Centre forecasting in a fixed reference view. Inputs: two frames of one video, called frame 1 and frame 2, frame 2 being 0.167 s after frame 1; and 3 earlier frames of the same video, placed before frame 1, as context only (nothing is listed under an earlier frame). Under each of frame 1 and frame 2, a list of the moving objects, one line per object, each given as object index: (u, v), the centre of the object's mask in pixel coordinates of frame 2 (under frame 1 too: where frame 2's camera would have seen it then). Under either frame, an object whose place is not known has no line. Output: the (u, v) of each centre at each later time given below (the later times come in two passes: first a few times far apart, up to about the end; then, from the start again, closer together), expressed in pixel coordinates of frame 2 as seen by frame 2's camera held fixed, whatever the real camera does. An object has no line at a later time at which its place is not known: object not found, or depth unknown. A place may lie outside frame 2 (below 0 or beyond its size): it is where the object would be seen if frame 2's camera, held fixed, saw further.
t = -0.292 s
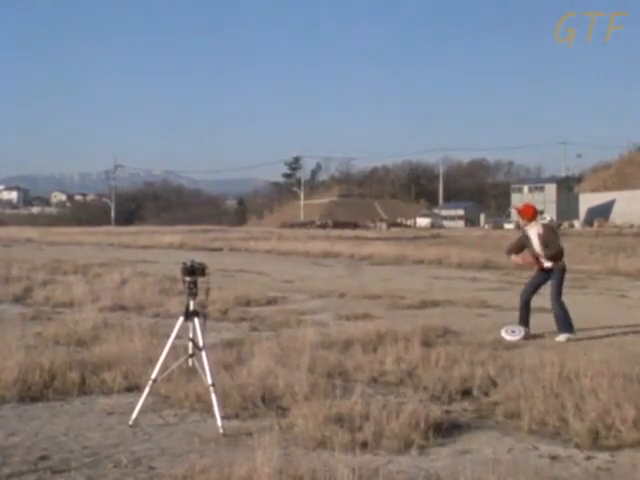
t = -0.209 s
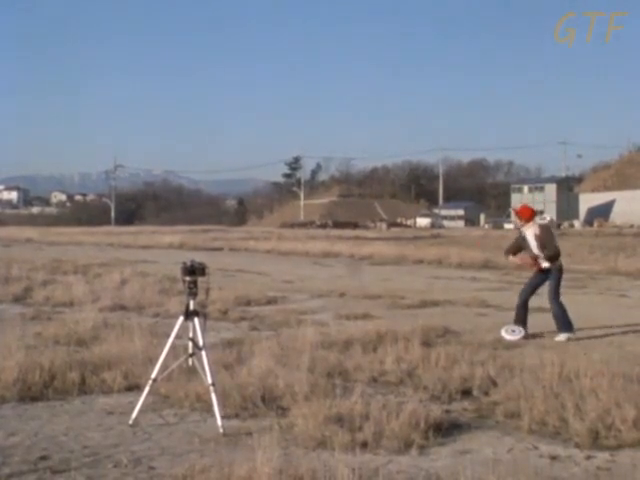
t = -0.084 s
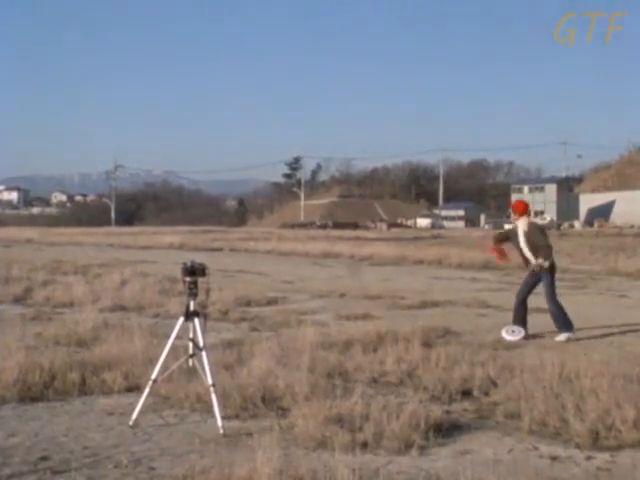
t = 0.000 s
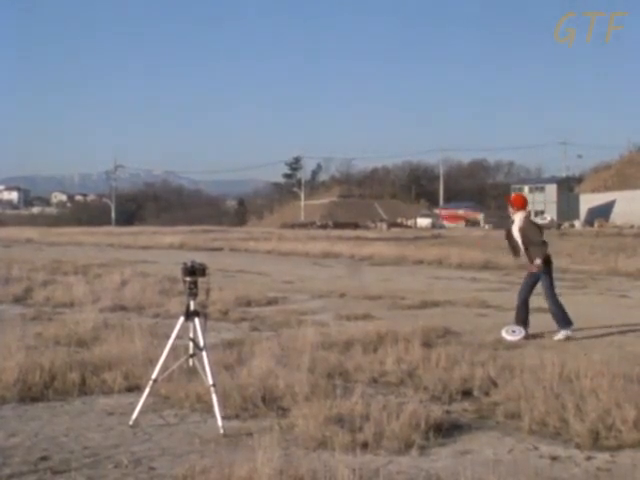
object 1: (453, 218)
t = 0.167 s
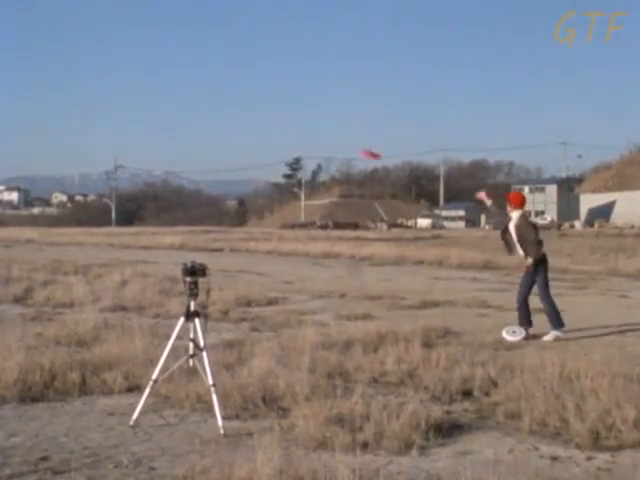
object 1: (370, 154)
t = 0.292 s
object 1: (319, 124)
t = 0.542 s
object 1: (235, 87)
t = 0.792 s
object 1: (171, 72)
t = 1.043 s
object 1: (118, 76)
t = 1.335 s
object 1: (61, 96)
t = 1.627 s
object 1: (4, 136)
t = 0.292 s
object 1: (319, 124)
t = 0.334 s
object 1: (302, 115)
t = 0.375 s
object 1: (288, 108)
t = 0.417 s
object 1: (274, 102)
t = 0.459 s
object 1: (260, 96)
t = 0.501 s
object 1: (248, 91)
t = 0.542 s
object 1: (235, 87)
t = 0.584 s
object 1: (223, 83)
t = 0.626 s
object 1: (212, 80)
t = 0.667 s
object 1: (201, 77)
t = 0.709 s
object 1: (191, 75)
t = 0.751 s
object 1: (181, 74)
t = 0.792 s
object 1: (171, 72)
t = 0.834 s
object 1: (161, 73)
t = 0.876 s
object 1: (152, 73)
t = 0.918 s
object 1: (143, 73)
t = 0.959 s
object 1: (135, 73)
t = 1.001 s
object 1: (126, 74)
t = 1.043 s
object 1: (118, 76)
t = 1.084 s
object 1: (109, 77)
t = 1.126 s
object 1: (101, 79)
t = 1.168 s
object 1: (93, 82)
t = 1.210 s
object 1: (85, 85)
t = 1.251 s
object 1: (76, 88)
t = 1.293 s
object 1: (69, 92)
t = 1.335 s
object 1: (61, 96)
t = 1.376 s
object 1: (52, 101)
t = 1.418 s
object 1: (43, 106)
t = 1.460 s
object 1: (35, 110)
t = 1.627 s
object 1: (4, 136)
